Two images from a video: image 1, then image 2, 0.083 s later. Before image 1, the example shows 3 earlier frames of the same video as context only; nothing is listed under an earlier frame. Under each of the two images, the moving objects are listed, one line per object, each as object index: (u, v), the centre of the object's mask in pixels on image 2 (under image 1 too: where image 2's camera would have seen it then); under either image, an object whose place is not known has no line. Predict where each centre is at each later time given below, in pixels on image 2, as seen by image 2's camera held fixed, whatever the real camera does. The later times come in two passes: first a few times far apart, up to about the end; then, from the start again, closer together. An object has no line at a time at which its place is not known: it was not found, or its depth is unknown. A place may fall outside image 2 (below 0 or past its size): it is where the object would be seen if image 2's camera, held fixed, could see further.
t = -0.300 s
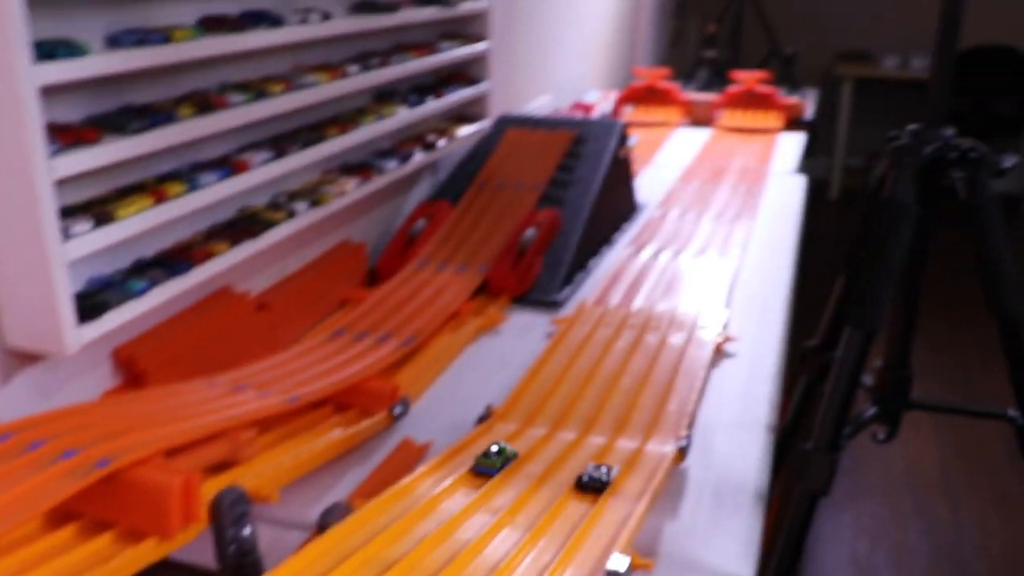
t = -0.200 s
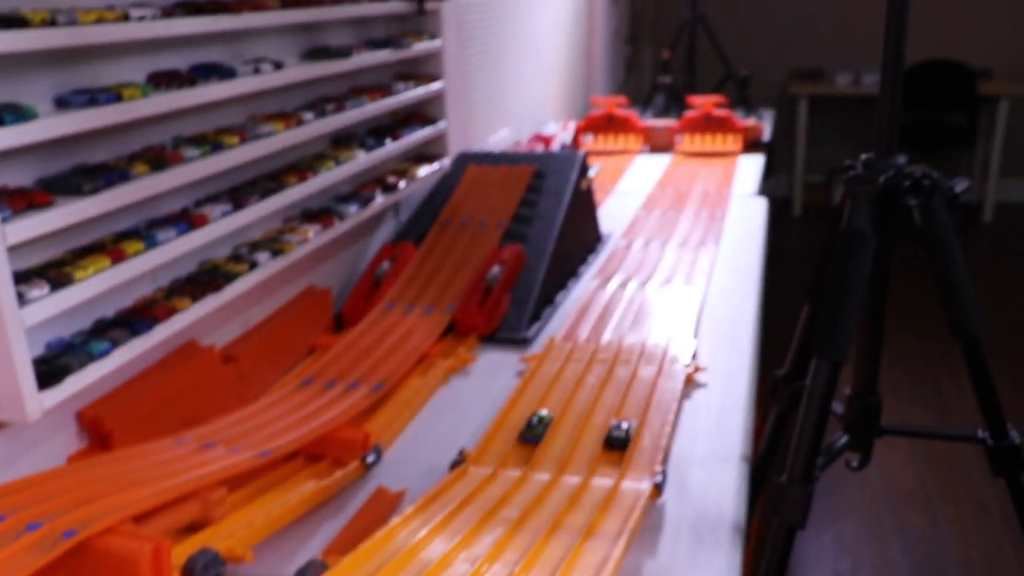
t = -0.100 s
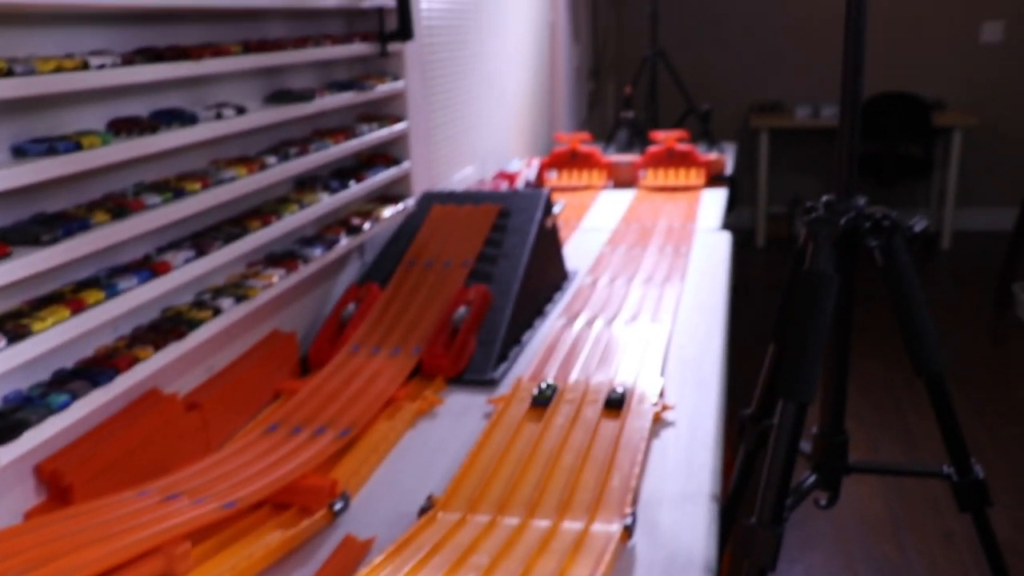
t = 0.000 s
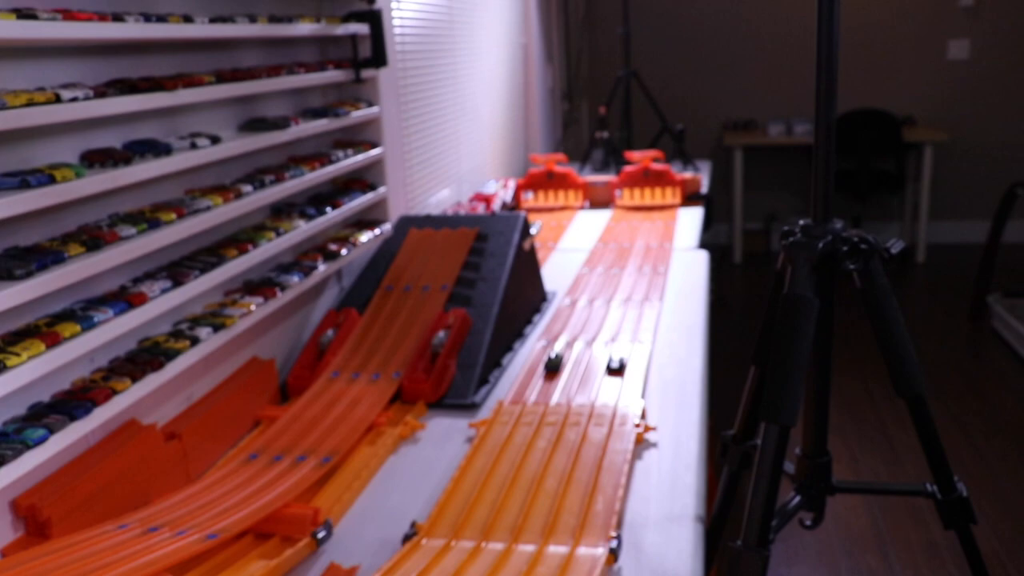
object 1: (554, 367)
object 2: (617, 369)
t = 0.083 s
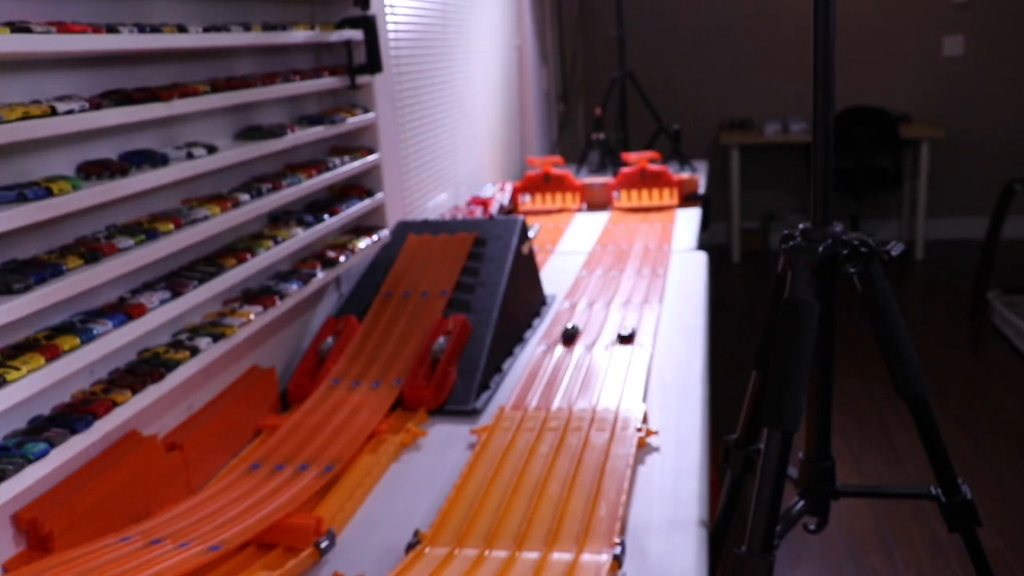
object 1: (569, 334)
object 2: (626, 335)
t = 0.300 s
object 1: (598, 272)
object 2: (643, 275)
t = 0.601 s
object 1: (621, 220)
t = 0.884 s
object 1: (634, 191)
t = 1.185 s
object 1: (631, 196)
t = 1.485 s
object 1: (631, 199)
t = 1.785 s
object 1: (632, 195)
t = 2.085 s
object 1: (633, 194)
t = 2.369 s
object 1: (632, 194)
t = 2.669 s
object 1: (632, 196)
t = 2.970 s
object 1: (631, 198)
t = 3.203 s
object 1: (630, 200)
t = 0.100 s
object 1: (573, 328)
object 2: (628, 328)
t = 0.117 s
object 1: (575, 323)
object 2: (630, 324)
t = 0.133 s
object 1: (577, 318)
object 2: (631, 319)
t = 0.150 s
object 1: (580, 312)
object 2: (633, 313)
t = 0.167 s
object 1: (582, 307)
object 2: (633, 309)
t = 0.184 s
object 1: (584, 303)
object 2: (635, 303)
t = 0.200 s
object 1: (586, 298)
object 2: (636, 299)
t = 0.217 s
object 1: (588, 294)
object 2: (637, 295)
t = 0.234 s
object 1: (589, 289)
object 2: (638, 291)
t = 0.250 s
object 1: (592, 285)
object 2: (640, 286)
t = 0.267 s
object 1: (594, 280)
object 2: (641, 282)
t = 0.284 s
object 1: (596, 276)
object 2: (642, 278)
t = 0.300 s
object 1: (598, 272)
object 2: (643, 275)
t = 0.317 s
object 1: (600, 269)
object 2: (644, 271)
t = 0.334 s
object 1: (602, 265)
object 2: (645, 267)
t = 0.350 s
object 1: (604, 262)
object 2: (646, 264)
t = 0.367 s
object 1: (605, 258)
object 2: (647, 261)
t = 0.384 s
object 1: (607, 255)
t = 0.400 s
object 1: (608, 252)
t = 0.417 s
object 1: (609, 249)
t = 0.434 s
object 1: (610, 246)
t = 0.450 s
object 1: (611, 243)
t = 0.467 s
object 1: (613, 240)
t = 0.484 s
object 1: (614, 237)
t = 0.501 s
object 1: (615, 235)
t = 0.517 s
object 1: (616, 232)
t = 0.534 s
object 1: (617, 229)
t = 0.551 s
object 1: (617, 227)
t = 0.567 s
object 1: (619, 224)
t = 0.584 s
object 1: (620, 221)
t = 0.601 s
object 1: (621, 220)
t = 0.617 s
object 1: (622, 217)
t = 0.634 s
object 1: (624, 215)
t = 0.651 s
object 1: (625, 213)
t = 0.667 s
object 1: (625, 211)
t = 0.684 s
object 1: (626, 210)
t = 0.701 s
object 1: (627, 207)
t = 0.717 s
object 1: (627, 206)
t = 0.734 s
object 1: (628, 205)
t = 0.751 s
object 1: (629, 202)
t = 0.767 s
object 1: (629, 200)
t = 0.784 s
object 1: (630, 197)
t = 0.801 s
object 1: (631, 195)
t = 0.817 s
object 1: (633, 194)
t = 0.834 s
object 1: (633, 193)
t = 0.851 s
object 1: (634, 192)
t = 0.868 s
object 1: (634, 191)
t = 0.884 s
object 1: (634, 191)
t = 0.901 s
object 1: (633, 191)
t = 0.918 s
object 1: (634, 192)
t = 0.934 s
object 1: (633, 191)
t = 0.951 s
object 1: (633, 192)
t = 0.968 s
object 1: (633, 192)
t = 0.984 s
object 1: (633, 193)
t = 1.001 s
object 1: (633, 193)
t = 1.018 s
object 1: (632, 193)
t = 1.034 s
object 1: (632, 193)
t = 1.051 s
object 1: (632, 193)
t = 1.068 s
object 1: (632, 194)
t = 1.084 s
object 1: (632, 194)
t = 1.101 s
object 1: (632, 194)
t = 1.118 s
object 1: (632, 194)
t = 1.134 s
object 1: (632, 195)
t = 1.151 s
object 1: (631, 195)
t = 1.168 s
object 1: (631, 195)
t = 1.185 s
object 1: (631, 196)
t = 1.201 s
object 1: (631, 196)
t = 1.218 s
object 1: (630, 197)
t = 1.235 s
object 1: (630, 197)
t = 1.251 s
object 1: (630, 198)
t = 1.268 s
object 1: (630, 199)
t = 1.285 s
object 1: (630, 199)
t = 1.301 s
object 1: (630, 199)
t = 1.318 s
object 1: (630, 200)
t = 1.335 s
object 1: (630, 200)
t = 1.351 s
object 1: (630, 200)
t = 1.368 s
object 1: (630, 200)
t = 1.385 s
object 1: (630, 200)
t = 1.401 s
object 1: (630, 200)
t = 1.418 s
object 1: (630, 199)
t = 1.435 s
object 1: (631, 199)
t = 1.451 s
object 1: (631, 199)
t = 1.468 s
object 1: (631, 199)
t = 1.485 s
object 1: (631, 199)
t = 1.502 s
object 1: (631, 198)
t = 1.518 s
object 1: (631, 198)
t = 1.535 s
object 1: (631, 198)
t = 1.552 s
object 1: (631, 198)
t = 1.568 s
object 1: (631, 197)
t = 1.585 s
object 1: (632, 197)
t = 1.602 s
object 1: (632, 197)
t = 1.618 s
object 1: (632, 197)
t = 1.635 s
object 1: (632, 196)
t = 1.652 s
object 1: (632, 196)
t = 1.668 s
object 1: (632, 196)
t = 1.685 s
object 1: (632, 196)
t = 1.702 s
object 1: (632, 196)
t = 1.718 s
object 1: (632, 196)
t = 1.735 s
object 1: (632, 196)
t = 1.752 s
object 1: (632, 196)
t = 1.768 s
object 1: (632, 195)
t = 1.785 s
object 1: (632, 195)
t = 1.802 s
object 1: (632, 195)
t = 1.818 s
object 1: (632, 195)
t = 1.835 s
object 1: (632, 195)
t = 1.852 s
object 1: (632, 195)
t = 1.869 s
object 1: (632, 195)
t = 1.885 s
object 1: (633, 195)
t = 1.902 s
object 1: (633, 195)
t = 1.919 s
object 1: (633, 195)
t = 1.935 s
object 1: (633, 195)
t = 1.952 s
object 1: (632, 195)
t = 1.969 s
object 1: (633, 195)
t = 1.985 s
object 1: (632, 194)
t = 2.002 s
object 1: (632, 194)
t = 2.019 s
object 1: (632, 194)
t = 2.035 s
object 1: (632, 194)
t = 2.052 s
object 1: (632, 194)
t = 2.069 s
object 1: (633, 195)
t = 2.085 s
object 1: (633, 194)
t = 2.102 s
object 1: (633, 194)
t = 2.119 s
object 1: (633, 194)
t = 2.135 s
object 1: (633, 194)
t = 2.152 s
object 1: (633, 194)
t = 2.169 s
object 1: (633, 194)
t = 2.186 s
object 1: (633, 194)
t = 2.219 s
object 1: (633, 194)
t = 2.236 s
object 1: (633, 194)
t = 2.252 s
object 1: (633, 194)
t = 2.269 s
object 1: (633, 194)
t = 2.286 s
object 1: (633, 194)
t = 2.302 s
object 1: (633, 194)
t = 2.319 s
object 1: (633, 194)
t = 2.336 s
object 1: (633, 194)
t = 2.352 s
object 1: (633, 194)
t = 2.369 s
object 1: (632, 194)
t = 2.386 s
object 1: (633, 194)
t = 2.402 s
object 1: (633, 194)
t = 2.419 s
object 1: (633, 194)
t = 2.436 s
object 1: (633, 194)
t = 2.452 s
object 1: (633, 195)
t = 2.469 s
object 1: (633, 195)
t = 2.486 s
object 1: (633, 195)
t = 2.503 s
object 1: (633, 195)
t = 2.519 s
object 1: (633, 195)
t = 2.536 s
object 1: (633, 195)
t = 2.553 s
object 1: (633, 195)
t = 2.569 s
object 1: (633, 195)
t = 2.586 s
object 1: (633, 195)
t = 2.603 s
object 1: (633, 195)
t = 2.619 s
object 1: (633, 195)
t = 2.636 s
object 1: (633, 195)
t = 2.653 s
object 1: (633, 196)
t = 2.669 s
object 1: (632, 196)
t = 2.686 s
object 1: (632, 196)
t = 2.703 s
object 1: (633, 196)
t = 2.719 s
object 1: (632, 196)
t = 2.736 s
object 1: (632, 196)
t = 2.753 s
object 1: (632, 197)
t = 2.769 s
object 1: (632, 196)
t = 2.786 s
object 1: (632, 197)
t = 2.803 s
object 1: (632, 197)
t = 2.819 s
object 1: (632, 197)
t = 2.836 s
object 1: (632, 197)
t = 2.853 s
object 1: (631, 197)
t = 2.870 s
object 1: (631, 197)
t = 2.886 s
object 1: (631, 197)
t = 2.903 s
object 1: (631, 197)
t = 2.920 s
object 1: (631, 198)
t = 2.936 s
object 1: (631, 198)
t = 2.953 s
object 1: (631, 198)
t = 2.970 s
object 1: (631, 198)
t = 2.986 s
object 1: (631, 198)
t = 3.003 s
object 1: (631, 198)
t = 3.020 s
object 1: (631, 198)
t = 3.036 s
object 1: (631, 198)
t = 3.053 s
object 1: (631, 198)
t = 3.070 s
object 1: (631, 199)
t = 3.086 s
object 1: (631, 199)
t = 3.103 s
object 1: (630, 199)
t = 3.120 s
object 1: (630, 199)
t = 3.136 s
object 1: (630, 199)
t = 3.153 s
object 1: (630, 199)
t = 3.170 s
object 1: (630, 199)
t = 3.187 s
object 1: (630, 199)
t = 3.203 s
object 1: (630, 200)
